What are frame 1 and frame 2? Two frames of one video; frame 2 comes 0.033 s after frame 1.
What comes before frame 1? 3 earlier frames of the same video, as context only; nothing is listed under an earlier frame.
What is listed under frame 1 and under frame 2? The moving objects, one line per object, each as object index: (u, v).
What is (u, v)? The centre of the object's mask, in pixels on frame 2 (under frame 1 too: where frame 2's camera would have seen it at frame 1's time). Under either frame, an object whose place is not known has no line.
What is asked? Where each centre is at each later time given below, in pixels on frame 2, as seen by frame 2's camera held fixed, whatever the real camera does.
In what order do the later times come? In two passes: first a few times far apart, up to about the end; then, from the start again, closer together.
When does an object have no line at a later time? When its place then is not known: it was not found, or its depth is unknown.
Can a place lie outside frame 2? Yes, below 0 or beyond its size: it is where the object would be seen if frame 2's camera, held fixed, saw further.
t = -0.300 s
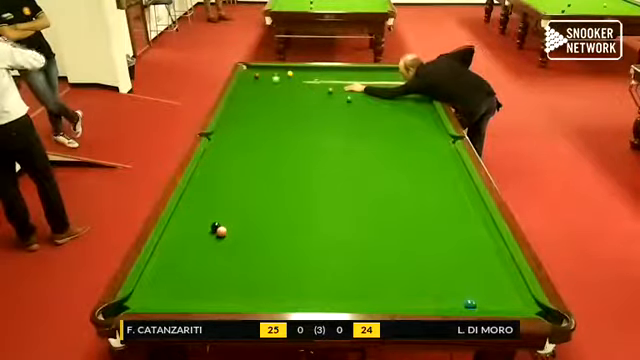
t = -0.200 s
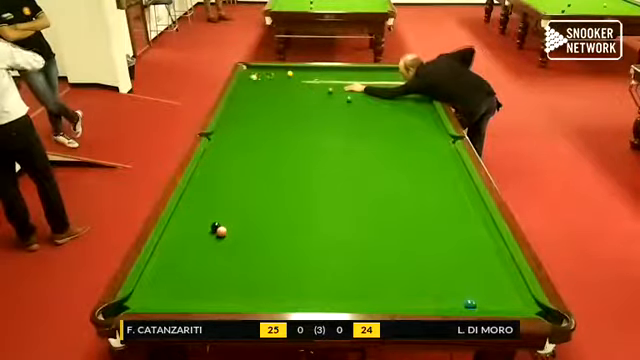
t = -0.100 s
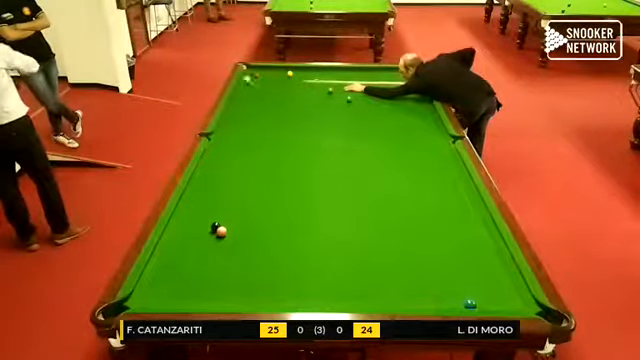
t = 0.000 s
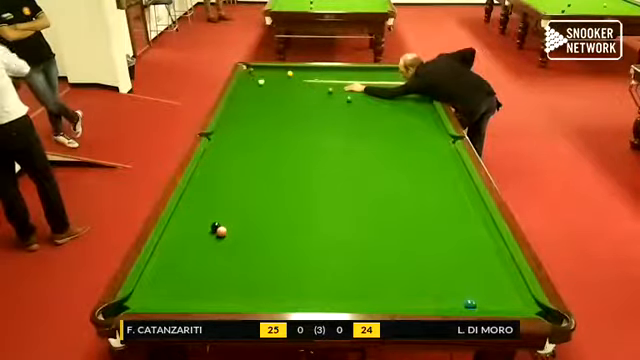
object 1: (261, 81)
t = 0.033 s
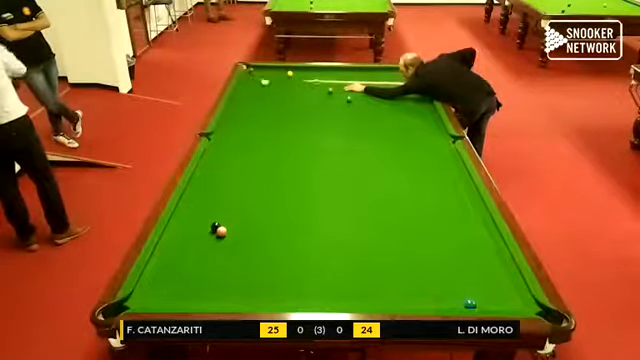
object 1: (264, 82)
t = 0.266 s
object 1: (292, 86)
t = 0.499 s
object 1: (317, 91)
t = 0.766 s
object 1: (349, 96)
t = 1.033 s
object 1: (381, 101)
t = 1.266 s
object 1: (409, 105)
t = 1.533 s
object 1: (426, 109)
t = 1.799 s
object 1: (406, 111)
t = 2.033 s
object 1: (390, 113)
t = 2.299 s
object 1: (372, 115)
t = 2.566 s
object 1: (355, 117)
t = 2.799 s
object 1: (340, 118)
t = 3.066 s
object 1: (323, 120)
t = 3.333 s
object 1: (308, 121)
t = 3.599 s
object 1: (293, 123)
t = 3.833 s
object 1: (280, 124)
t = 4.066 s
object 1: (266, 125)
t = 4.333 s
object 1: (253, 127)
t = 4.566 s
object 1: (243, 128)
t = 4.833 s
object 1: (232, 129)
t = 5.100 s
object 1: (222, 130)
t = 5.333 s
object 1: (217, 131)
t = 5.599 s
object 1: (220, 132)
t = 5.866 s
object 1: (222, 133)
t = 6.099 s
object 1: (224, 134)
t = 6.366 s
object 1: (226, 134)
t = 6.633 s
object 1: (227, 135)
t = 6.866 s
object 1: (228, 135)
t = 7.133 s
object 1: (228, 135)
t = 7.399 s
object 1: (228, 135)
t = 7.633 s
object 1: (228, 135)
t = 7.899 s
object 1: (228, 135)
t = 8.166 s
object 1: (228, 135)
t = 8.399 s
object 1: (228, 135)
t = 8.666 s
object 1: (228, 135)
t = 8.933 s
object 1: (228, 135)
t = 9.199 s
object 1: (228, 135)
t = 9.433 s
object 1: (228, 135)
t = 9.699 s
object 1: (228, 135)
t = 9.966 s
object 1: (228, 135)
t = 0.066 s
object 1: (269, 83)
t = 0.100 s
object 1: (273, 83)
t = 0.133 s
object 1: (276, 84)
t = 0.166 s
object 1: (280, 85)
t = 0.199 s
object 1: (284, 85)
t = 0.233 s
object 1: (288, 86)
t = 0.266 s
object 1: (292, 86)
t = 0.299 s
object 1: (295, 87)
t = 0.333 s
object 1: (299, 88)
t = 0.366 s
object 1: (303, 88)
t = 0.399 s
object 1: (306, 89)
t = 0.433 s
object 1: (310, 90)
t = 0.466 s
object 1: (314, 90)
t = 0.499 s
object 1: (317, 91)
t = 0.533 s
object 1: (322, 92)
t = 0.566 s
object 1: (325, 92)
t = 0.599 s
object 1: (329, 93)
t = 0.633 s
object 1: (333, 93)
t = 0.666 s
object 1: (337, 94)
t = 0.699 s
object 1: (341, 95)
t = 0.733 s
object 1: (345, 96)
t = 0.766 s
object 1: (349, 96)
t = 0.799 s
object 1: (353, 96)
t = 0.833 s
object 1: (357, 97)
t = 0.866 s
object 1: (361, 98)
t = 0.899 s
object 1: (365, 99)
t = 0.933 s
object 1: (369, 99)
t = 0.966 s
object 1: (373, 100)
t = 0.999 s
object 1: (377, 101)
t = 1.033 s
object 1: (381, 101)
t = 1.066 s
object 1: (385, 102)
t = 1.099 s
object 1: (390, 102)
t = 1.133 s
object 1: (393, 103)
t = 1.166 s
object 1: (397, 104)
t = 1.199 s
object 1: (401, 104)
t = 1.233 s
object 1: (405, 104)
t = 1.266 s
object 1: (409, 105)
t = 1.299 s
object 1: (414, 106)
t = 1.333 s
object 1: (418, 106)
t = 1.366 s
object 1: (422, 107)
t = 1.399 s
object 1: (427, 108)
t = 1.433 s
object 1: (430, 108)
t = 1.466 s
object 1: (431, 108)
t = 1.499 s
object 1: (428, 109)
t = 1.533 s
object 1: (426, 109)
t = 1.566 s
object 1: (423, 109)
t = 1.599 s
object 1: (421, 110)
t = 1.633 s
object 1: (418, 110)
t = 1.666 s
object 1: (416, 110)
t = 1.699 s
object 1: (414, 110)
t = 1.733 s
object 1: (411, 110)
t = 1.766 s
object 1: (409, 111)
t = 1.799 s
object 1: (406, 111)
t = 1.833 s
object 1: (404, 112)
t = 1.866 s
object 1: (402, 112)
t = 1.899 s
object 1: (399, 112)
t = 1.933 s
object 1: (397, 112)
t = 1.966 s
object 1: (394, 113)
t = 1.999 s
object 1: (392, 112)
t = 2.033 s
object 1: (390, 113)
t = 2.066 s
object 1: (388, 113)
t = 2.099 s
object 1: (385, 113)
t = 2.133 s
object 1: (383, 114)
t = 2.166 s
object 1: (381, 114)
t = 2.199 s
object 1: (379, 114)
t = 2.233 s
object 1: (376, 114)
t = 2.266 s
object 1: (374, 115)
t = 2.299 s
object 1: (372, 115)
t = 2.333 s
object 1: (369, 115)
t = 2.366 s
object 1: (367, 116)
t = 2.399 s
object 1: (365, 116)
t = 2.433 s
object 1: (363, 116)
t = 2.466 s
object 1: (361, 116)
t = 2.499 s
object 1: (359, 116)
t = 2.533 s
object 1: (357, 116)
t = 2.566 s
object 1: (355, 117)
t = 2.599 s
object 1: (352, 117)
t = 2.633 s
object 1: (350, 117)
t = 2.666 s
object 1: (348, 117)
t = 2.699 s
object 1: (346, 118)
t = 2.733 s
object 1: (344, 118)
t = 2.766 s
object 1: (342, 119)
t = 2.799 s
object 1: (340, 118)
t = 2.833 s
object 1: (338, 118)
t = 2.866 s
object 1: (335, 119)
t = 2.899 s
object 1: (333, 119)
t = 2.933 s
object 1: (331, 119)
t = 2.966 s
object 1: (329, 119)
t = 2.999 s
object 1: (327, 119)
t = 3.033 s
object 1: (325, 119)
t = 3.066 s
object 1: (323, 120)
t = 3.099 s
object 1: (321, 120)
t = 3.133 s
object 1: (319, 120)
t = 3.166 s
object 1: (317, 120)
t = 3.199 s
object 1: (315, 121)
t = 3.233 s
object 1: (313, 121)
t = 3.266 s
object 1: (312, 121)
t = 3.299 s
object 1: (309, 121)
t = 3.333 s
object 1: (308, 121)
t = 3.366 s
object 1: (306, 121)
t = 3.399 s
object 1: (304, 122)
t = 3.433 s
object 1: (302, 122)
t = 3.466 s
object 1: (300, 122)
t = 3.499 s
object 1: (298, 122)
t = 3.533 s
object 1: (296, 122)
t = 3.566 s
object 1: (294, 123)
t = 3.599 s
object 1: (293, 123)
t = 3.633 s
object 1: (291, 123)
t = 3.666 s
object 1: (289, 123)
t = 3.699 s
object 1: (287, 123)
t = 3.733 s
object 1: (285, 123)
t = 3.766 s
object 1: (283, 124)
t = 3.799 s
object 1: (282, 124)
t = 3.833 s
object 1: (280, 124)
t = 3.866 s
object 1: (278, 124)
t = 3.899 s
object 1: (275, 125)
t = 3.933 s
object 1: (273, 125)
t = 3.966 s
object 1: (271, 125)
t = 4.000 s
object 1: (270, 125)
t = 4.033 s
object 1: (268, 125)
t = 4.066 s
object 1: (266, 125)
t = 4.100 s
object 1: (264, 126)
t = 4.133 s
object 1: (263, 126)
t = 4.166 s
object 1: (261, 126)
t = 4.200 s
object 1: (260, 126)
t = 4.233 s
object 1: (258, 126)
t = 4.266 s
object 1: (257, 127)
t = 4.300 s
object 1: (255, 127)
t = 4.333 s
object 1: (253, 127)
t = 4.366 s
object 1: (252, 127)
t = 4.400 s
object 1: (251, 127)
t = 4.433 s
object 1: (249, 127)
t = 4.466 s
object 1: (247, 127)
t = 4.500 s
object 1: (245, 127)
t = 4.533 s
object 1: (244, 128)
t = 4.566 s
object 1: (243, 128)
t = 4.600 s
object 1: (241, 128)
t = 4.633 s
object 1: (240, 128)
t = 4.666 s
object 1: (239, 128)
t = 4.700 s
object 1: (237, 128)
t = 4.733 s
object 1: (236, 128)
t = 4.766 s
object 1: (234, 128)
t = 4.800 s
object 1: (233, 129)
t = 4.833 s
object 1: (232, 129)
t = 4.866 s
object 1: (231, 129)
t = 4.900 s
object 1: (229, 129)
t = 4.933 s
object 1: (228, 129)
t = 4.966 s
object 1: (227, 129)
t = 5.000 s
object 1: (226, 129)
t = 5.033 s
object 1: (224, 129)
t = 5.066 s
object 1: (223, 129)
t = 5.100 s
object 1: (222, 130)
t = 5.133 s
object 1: (220, 130)
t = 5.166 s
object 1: (219, 130)
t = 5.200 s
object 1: (218, 130)
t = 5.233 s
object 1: (217, 130)
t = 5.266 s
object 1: (216, 130)
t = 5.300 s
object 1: (217, 130)
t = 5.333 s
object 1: (217, 131)
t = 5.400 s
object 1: (218, 131)
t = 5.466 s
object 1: (218, 131)
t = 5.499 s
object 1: (219, 132)
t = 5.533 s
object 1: (219, 132)
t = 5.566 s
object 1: (220, 132)
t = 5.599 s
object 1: (220, 132)
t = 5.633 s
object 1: (220, 132)
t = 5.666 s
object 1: (220, 132)
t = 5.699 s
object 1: (221, 133)
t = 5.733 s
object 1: (221, 133)
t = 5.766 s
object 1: (222, 133)
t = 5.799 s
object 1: (222, 133)
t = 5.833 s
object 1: (222, 133)
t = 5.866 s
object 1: (222, 133)
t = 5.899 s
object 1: (223, 133)
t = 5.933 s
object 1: (223, 133)
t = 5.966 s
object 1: (223, 133)
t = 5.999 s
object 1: (224, 134)
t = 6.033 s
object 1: (224, 134)
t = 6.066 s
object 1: (224, 134)
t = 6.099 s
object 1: (224, 134)
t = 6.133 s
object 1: (225, 134)
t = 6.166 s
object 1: (225, 134)
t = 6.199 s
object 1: (225, 134)
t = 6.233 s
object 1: (225, 134)
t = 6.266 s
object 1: (225, 134)
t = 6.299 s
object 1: (226, 134)
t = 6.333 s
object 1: (226, 134)
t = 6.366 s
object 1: (226, 134)
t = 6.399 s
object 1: (226, 135)
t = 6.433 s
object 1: (226, 135)
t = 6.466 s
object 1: (226, 135)
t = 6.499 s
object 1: (227, 135)
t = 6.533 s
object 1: (227, 135)
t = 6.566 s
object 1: (227, 135)
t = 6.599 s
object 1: (227, 135)
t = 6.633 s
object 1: (227, 135)
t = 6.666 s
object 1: (227, 135)
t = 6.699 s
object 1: (227, 135)
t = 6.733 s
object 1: (227, 135)
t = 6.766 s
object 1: (227, 135)
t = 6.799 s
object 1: (227, 135)
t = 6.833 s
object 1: (228, 135)
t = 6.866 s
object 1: (228, 135)
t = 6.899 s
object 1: (228, 135)
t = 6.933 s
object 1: (228, 135)
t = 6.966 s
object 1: (228, 135)
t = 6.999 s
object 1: (228, 135)
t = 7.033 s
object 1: (228, 135)
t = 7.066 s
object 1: (228, 135)
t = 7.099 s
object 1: (228, 135)
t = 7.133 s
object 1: (228, 135)
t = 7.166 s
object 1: (228, 135)
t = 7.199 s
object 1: (228, 135)
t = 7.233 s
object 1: (228, 135)
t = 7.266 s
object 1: (228, 135)
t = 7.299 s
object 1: (228, 135)
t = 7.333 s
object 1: (228, 135)
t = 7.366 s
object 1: (228, 135)
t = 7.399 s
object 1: (228, 135)
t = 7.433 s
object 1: (228, 135)
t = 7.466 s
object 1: (228, 135)
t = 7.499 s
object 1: (228, 135)
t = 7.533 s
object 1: (228, 135)
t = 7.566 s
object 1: (228, 135)
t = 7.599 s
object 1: (228, 135)
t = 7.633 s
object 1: (228, 135)
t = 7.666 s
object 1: (228, 135)
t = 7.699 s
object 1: (228, 135)
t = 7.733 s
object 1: (228, 135)
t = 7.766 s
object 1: (228, 135)
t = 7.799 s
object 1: (228, 135)
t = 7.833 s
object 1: (228, 135)
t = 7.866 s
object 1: (228, 135)
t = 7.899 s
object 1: (228, 135)
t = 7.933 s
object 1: (228, 135)
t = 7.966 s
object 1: (228, 135)
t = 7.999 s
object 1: (228, 135)
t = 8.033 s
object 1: (228, 135)
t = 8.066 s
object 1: (228, 135)
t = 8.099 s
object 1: (228, 135)
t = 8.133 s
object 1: (228, 135)
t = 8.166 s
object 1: (228, 135)
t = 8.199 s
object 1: (228, 135)
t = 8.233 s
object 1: (228, 135)
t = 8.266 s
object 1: (228, 135)
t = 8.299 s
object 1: (228, 135)
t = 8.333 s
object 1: (228, 135)
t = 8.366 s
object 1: (228, 135)
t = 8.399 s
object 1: (228, 135)
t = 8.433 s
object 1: (228, 135)
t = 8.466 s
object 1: (228, 135)
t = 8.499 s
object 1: (228, 135)
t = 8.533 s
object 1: (228, 135)
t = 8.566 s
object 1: (228, 135)
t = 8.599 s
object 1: (228, 135)
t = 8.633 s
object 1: (228, 135)
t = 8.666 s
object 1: (228, 135)
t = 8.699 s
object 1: (228, 135)
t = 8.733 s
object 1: (228, 135)
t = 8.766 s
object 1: (228, 135)
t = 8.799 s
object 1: (228, 135)
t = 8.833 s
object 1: (228, 135)
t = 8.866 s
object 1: (228, 135)
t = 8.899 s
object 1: (228, 135)
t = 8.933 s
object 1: (228, 135)
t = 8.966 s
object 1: (228, 135)
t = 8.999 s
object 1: (228, 135)
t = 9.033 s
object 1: (228, 135)
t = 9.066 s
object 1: (228, 135)
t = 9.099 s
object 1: (228, 135)
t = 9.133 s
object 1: (228, 135)
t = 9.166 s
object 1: (228, 135)
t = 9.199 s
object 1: (228, 135)
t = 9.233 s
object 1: (228, 135)
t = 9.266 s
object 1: (228, 135)
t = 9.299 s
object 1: (228, 135)
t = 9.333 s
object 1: (228, 135)
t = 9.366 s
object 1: (228, 135)
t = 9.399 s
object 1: (228, 135)
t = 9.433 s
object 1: (228, 135)
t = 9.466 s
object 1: (228, 135)
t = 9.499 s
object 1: (228, 135)
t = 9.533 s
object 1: (228, 135)
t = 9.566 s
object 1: (228, 135)
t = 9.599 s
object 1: (228, 135)
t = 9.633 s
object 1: (228, 135)
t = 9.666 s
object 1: (228, 135)
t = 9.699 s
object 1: (228, 135)
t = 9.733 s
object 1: (228, 135)
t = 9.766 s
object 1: (228, 135)
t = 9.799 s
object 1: (228, 135)
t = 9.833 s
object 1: (228, 135)
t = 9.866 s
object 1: (228, 135)
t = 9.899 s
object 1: (228, 135)
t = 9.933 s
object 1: (228, 135)
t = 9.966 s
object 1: (228, 135)
